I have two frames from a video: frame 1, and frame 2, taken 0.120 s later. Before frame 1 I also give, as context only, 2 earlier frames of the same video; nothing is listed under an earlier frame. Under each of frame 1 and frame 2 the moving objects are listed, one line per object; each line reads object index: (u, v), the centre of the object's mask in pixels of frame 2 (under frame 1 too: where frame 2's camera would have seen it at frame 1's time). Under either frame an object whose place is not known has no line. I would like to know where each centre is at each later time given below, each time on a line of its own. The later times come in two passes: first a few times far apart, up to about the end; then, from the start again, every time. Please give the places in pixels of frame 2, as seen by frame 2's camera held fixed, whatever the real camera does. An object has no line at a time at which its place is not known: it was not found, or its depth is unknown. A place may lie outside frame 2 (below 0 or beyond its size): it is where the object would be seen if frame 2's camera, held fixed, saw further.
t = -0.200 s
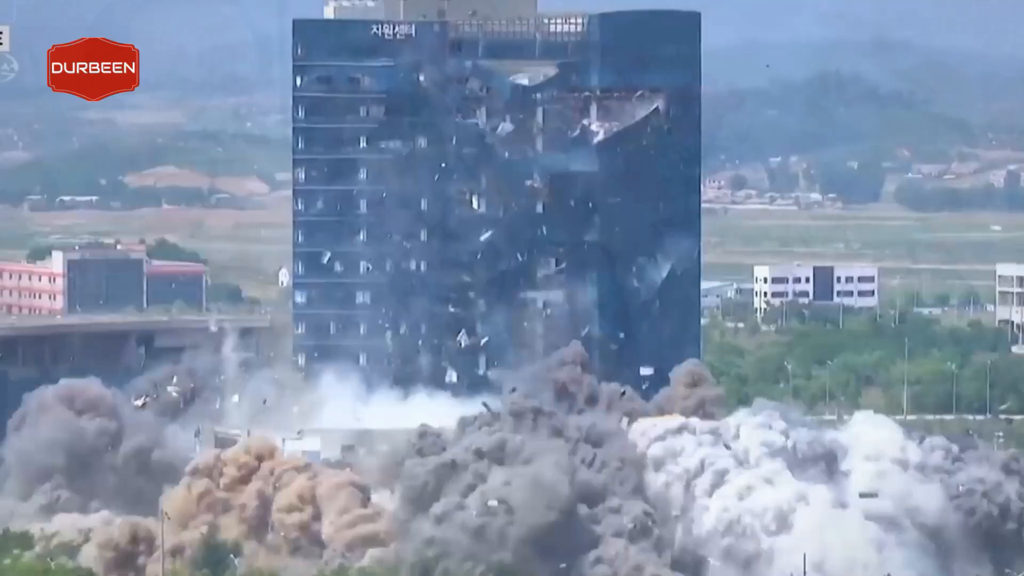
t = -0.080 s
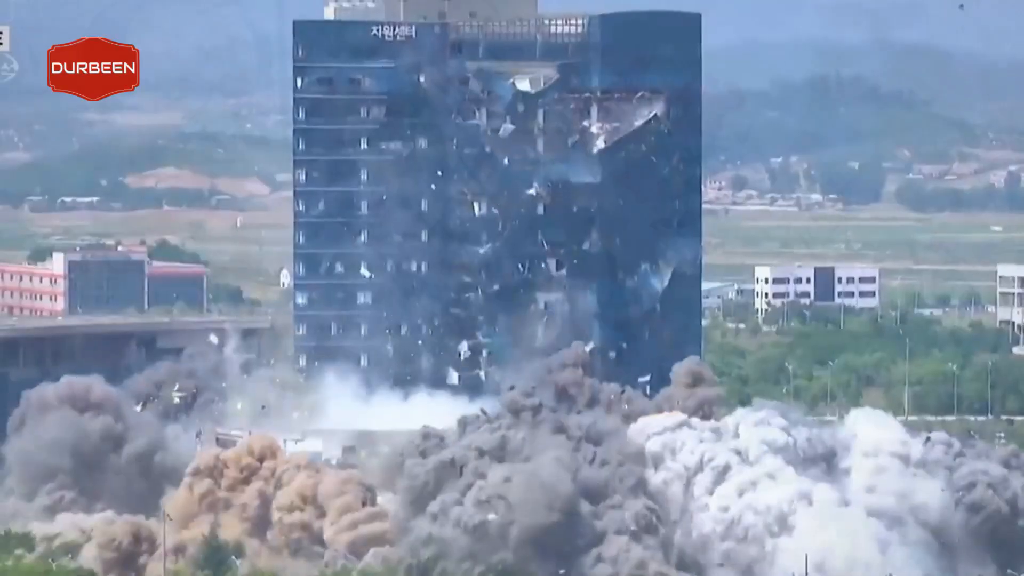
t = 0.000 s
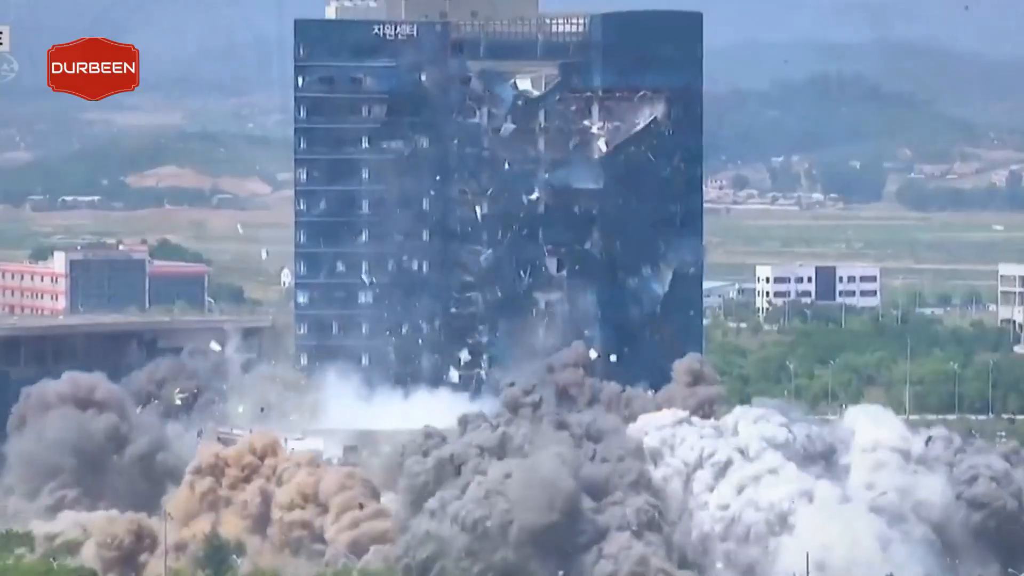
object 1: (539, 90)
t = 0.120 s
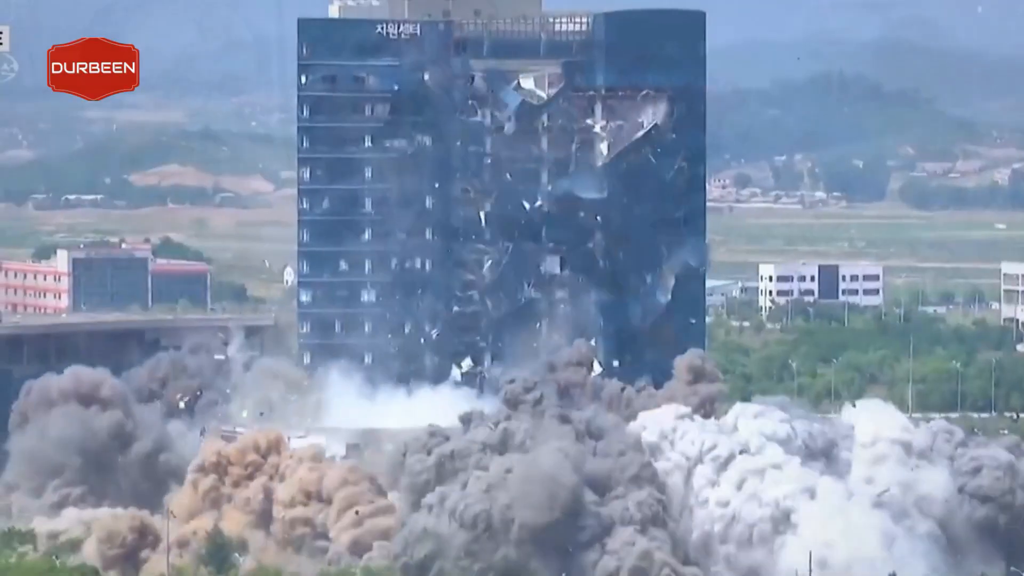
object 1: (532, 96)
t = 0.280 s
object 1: (541, 108)
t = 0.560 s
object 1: (545, 130)
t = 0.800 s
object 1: (548, 153)
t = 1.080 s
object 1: (549, 180)
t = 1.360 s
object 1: (548, 214)
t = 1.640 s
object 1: (548, 253)
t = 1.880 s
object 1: (547, 293)
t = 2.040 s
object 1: (547, 322)
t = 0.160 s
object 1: (535, 99)
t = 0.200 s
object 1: (539, 103)
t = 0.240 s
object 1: (538, 105)
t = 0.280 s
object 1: (541, 108)
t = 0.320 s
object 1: (543, 109)
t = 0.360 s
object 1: (545, 114)
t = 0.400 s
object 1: (544, 117)
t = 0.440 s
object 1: (545, 118)
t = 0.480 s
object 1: (547, 124)
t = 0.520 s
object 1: (545, 127)
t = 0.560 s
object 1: (545, 130)
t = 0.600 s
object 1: (546, 134)
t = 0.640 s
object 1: (547, 138)
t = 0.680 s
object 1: (547, 142)
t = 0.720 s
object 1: (547, 146)
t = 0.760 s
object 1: (547, 150)
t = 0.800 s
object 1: (548, 153)
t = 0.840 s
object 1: (548, 157)
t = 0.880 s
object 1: (548, 160)
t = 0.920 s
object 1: (549, 164)
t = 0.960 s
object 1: (549, 168)
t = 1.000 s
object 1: (549, 173)
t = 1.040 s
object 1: (549, 176)
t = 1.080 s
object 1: (549, 180)
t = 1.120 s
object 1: (549, 187)
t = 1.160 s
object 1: (548, 191)
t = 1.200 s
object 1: (548, 195)
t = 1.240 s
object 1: (549, 200)
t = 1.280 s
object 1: (548, 204)
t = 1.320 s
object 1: (548, 208)
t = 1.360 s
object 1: (548, 214)
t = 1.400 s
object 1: (548, 219)
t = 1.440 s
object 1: (548, 226)
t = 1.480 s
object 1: (548, 231)
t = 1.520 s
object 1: (548, 237)
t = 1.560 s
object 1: (548, 242)
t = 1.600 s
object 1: (548, 247)
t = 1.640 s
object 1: (548, 253)
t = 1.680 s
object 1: (548, 260)
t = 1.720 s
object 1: (548, 266)
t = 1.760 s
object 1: (547, 273)
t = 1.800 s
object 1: (547, 279)
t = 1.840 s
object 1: (547, 286)
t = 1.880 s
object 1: (547, 293)
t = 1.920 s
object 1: (547, 298)
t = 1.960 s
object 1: (548, 305)
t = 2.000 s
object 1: (546, 314)
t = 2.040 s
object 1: (547, 322)
